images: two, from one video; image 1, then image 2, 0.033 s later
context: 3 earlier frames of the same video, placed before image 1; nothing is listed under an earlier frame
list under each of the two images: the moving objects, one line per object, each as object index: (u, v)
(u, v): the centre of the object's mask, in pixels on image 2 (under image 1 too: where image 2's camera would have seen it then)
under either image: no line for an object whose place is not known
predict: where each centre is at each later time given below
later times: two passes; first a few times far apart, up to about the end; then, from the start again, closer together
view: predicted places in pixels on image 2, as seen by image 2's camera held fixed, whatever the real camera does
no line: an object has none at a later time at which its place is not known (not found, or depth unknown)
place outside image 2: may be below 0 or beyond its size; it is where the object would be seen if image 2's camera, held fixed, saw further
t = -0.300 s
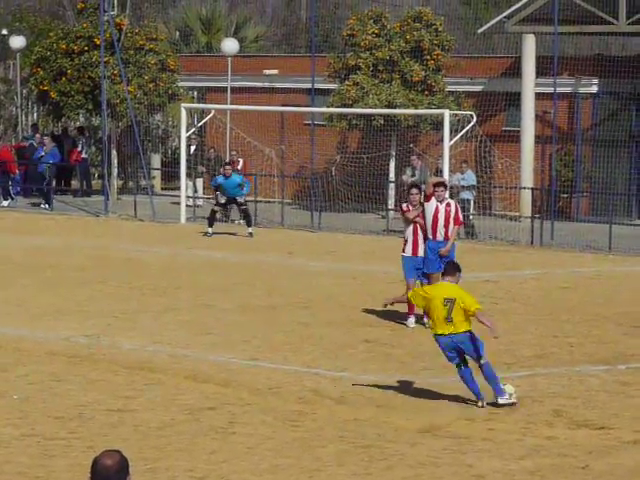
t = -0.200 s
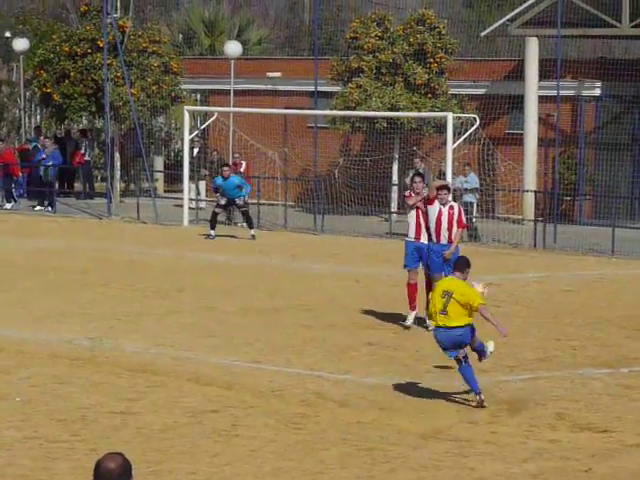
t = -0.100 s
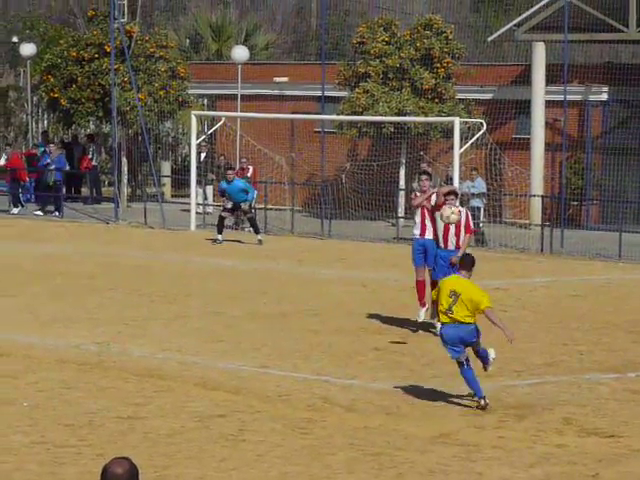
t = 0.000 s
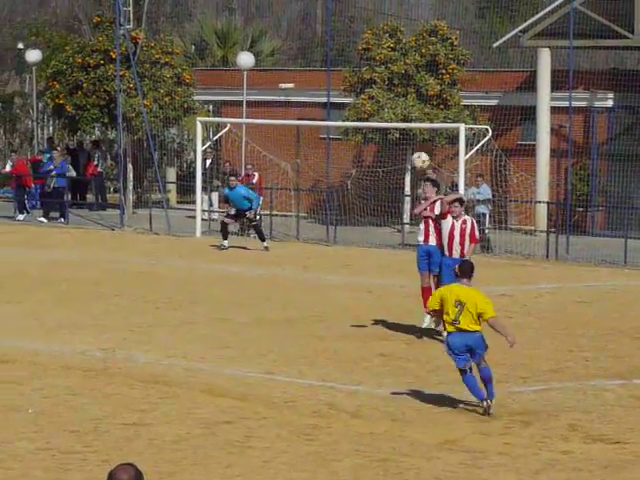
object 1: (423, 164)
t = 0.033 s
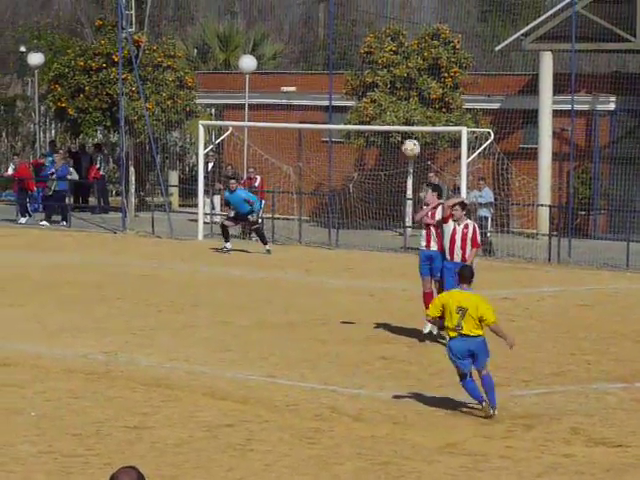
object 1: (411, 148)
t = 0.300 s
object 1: (319, 75)
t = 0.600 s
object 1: (219, 80)
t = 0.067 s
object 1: (399, 134)
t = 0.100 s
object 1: (387, 121)
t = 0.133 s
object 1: (376, 109)
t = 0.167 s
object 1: (364, 100)
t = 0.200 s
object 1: (353, 92)
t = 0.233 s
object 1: (342, 85)
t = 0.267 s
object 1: (330, 79)
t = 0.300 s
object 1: (319, 75)
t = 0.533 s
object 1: (239, 73)
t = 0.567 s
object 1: (230, 76)
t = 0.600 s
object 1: (219, 80)
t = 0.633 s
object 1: (209, 84)
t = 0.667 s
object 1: (198, 89)
